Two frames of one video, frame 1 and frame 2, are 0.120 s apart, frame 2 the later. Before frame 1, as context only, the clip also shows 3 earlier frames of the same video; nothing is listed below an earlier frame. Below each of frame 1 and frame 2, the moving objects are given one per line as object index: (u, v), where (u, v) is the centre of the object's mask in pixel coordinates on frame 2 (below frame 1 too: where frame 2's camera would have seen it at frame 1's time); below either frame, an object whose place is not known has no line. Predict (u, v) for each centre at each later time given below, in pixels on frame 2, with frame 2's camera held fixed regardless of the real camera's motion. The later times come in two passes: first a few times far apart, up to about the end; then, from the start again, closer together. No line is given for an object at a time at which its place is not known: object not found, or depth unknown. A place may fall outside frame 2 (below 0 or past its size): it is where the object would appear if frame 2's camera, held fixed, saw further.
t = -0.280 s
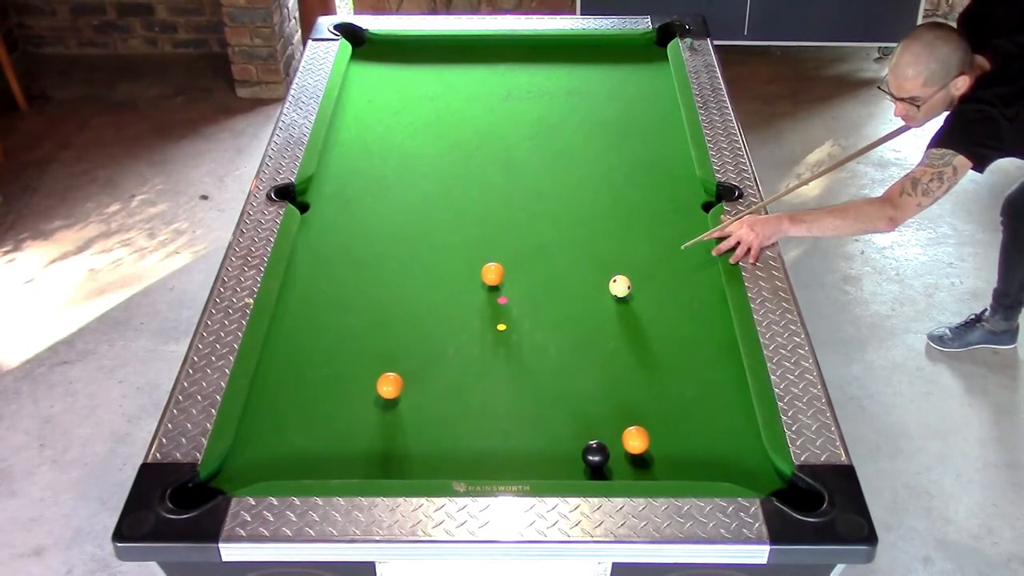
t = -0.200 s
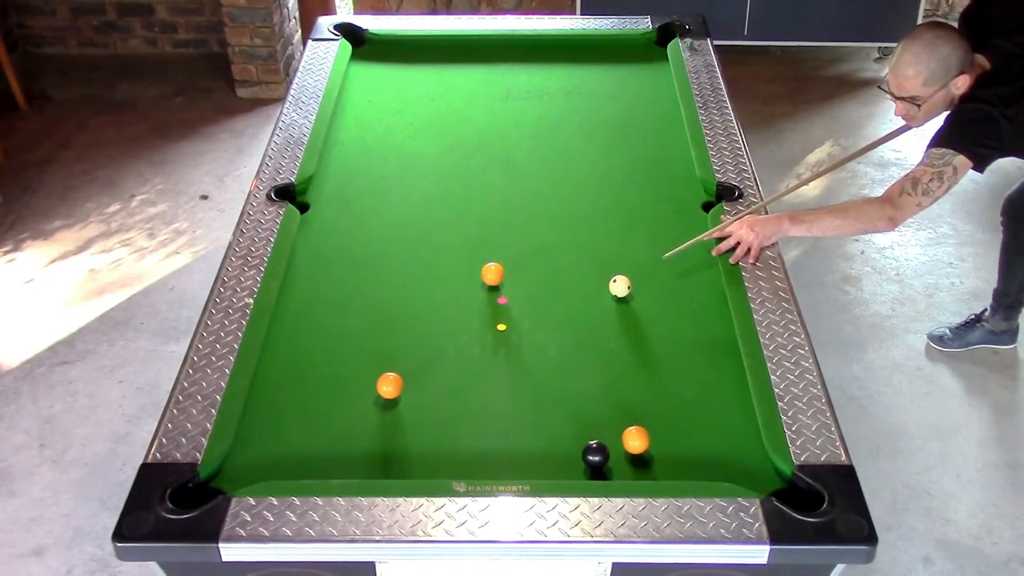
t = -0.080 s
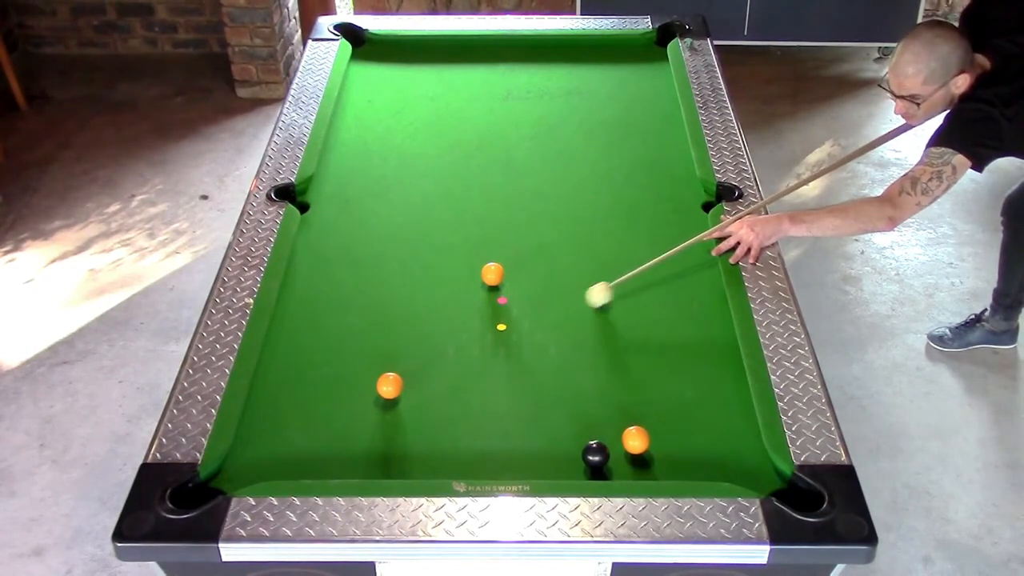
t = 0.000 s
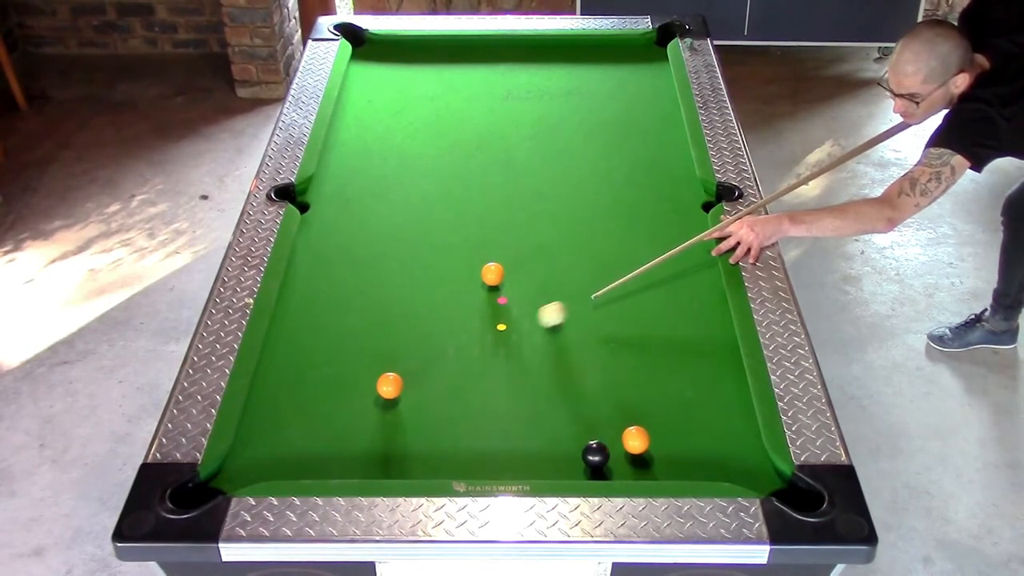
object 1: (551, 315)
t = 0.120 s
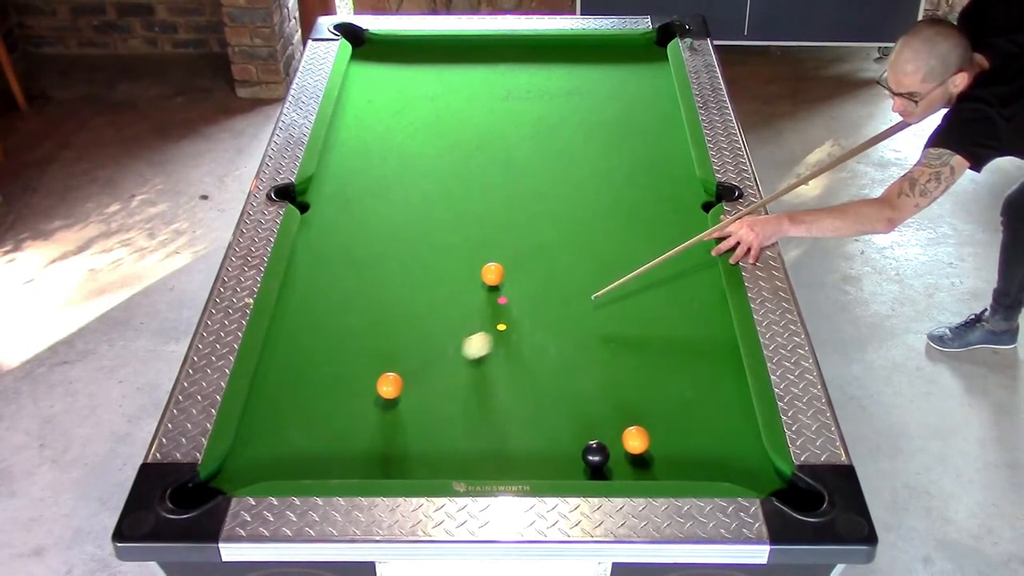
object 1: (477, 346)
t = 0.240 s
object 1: (407, 372)
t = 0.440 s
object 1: (370, 365)
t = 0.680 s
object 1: (322, 361)
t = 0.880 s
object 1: (285, 357)
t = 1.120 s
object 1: (289, 349)
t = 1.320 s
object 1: (310, 341)
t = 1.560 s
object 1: (333, 333)
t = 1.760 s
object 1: (350, 326)
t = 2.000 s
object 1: (367, 319)
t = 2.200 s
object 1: (379, 314)
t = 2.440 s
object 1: (390, 309)
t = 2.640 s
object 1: (397, 306)
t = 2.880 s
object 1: (403, 302)
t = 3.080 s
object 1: (406, 300)
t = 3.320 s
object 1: (408, 300)
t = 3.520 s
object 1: (408, 300)
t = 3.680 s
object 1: (406, 300)
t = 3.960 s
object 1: (408, 300)
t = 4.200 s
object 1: (408, 300)
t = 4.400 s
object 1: (408, 300)
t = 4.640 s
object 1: (408, 300)
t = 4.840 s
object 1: (408, 300)
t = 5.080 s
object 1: (408, 300)
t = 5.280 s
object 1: (408, 300)
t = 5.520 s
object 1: (408, 300)
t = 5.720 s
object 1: (408, 300)
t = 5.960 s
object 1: (408, 300)
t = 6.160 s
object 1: (408, 300)
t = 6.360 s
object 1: (408, 300)
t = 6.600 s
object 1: (408, 300)
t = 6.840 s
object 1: (408, 300)
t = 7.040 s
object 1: (408, 300)
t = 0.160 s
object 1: (451, 357)
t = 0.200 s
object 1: (425, 367)
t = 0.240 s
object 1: (407, 372)
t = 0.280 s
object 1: (402, 369)
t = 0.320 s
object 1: (395, 367)
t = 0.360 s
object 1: (387, 366)
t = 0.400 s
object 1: (379, 365)
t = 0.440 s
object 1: (370, 365)
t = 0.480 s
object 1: (362, 364)
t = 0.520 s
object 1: (353, 364)
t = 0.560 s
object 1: (345, 363)
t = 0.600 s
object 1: (338, 362)
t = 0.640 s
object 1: (330, 361)
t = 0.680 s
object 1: (322, 361)
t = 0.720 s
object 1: (314, 360)
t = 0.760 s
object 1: (307, 359)
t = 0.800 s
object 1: (299, 359)
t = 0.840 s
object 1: (292, 358)
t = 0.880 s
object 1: (285, 357)
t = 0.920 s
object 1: (278, 357)
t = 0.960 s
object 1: (271, 356)
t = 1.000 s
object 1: (274, 354)
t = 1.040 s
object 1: (279, 353)
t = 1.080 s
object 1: (284, 351)
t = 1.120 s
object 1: (289, 349)
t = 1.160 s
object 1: (293, 348)
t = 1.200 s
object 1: (298, 346)
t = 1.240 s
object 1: (302, 344)
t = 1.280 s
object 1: (306, 343)
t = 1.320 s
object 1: (310, 341)
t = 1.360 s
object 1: (314, 340)
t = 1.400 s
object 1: (319, 338)
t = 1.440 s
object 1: (322, 337)
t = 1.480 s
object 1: (326, 335)
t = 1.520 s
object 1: (330, 334)
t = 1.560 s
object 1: (333, 333)
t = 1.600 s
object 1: (337, 331)
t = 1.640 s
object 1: (341, 330)
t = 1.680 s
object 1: (344, 329)
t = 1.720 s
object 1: (347, 328)
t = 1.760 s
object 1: (350, 326)
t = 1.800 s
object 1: (353, 325)
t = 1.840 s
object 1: (356, 324)
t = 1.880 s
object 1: (359, 323)
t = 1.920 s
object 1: (362, 321)
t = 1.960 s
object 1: (364, 320)
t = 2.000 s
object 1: (367, 319)
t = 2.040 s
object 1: (370, 318)
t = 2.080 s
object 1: (372, 317)
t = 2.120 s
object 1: (374, 316)
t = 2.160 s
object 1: (376, 315)
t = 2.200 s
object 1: (379, 314)
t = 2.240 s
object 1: (381, 313)
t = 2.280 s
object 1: (383, 312)
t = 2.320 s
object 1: (385, 312)
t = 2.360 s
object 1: (387, 311)
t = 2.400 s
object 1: (388, 310)
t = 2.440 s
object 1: (390, 309)
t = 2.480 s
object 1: (392, 308)
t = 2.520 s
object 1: (393, 308)
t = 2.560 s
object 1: (395, 307)
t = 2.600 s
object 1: (396, 306)
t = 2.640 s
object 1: (397, 306)
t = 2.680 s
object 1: (398, 305)
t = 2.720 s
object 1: (399, 304)
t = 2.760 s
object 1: (400, 304)
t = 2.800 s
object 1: (401, 303)
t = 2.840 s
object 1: (402, 303)
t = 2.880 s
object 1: (403, 302)
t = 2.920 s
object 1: (404, 302)
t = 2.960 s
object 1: (404, 301)
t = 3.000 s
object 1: (405, 301)
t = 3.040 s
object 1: (405, 300)
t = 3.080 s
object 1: (406, 300)
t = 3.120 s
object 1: (406, 300)
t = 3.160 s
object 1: (407, 300)
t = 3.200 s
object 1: (407, 300)
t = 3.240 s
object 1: (407, 300)
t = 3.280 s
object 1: (407, 300)
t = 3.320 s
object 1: (408, 300)
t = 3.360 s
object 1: (408, 300)
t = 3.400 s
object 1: (408, 300)
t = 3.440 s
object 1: (408, 300)
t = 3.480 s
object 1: (408, 300)
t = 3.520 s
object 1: (408, 300)
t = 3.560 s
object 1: (408, 300)
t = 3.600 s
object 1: (408, 300)
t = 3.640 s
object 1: (408, 300)
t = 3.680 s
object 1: (406, 300)
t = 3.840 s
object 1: (408, 300)
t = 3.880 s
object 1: (408, 300)
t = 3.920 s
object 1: (408, 300)
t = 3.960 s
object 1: (408, 300)
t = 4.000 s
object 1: (408, 300)
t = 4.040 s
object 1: (408, 300)
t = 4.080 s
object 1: (408, 300)
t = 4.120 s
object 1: (408, 300)
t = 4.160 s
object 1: (408, 300)
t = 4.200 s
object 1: (408, 300)
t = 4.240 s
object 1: (408, 300)
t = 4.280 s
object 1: (408, 300)
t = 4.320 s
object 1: (408, 300)
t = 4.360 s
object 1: (408, 300)
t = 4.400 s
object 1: (408, 300)
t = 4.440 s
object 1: (408, 300)
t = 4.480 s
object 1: (408, 300)
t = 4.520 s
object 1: (408, 300)
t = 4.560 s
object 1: (408, 300)
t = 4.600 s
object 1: (408, 300)
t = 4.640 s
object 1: (408, 300)
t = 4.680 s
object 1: (408, 300)
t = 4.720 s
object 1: (408, 300)
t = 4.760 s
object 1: (408, 300)
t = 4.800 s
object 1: (408, 300)
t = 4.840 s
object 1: (408, 300)
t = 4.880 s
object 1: (408, 300)
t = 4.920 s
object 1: (408, 300)
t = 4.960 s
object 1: (408, 300)
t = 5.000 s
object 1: (408, 300)
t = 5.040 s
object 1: (408, 300)
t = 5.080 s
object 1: (408, 300)
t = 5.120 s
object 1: (408, 300)
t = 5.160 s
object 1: (408, 300)
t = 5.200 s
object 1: (408, 300)
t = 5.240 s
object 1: (408, 300)
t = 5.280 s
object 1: (408, 300)
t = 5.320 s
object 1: (408, 300)
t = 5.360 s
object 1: (408, 300)
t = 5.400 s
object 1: (408, 300)
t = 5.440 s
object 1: (408, 300)
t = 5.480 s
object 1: (408, 300)
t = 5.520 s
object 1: (408, 300)
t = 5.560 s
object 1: (408, 300)
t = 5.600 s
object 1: (408, 300)
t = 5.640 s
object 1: (408, 300)
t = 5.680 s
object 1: (408, 300)
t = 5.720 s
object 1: (408, 300)
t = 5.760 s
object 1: (408, 300)
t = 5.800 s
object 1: (408, 300)
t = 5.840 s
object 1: (408, 300)
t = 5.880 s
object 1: (408, 300)
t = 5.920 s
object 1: (408, 300)
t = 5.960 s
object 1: (408, 300)
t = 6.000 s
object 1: (408, 300)
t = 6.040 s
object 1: (408, 300)
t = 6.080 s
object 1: (408, 300)
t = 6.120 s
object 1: (408, 300)
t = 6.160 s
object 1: (408, 300)
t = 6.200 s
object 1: (408, 300)
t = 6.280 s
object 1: (408, 300)
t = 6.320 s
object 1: (408, 300)
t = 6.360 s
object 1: (408, 300)
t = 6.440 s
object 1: (408, 300)
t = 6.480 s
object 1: (408, 300)
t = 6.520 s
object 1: (408, 300)
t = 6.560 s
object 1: (408, 300)
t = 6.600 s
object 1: (408, 300)
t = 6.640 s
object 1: (408, 300)
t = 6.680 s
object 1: (408, 300)
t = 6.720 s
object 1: (408, 300)
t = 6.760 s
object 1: (408, 300)
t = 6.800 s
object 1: (408, 300)
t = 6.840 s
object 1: (408, 300)
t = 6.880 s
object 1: (408, 300)
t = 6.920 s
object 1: (408, 300)
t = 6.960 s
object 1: (408, 300)
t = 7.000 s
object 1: (408, 300)
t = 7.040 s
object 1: (408, 300)
